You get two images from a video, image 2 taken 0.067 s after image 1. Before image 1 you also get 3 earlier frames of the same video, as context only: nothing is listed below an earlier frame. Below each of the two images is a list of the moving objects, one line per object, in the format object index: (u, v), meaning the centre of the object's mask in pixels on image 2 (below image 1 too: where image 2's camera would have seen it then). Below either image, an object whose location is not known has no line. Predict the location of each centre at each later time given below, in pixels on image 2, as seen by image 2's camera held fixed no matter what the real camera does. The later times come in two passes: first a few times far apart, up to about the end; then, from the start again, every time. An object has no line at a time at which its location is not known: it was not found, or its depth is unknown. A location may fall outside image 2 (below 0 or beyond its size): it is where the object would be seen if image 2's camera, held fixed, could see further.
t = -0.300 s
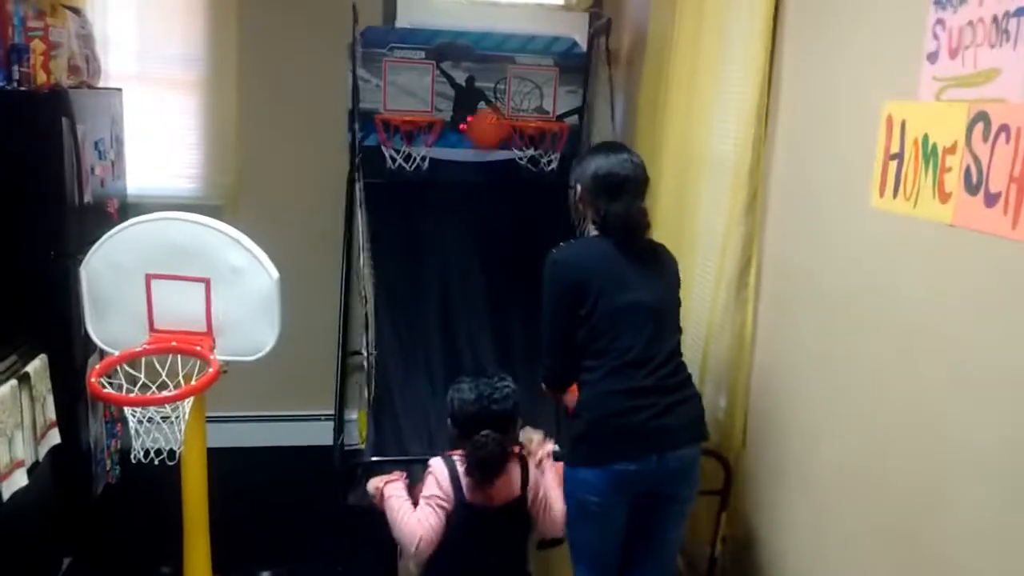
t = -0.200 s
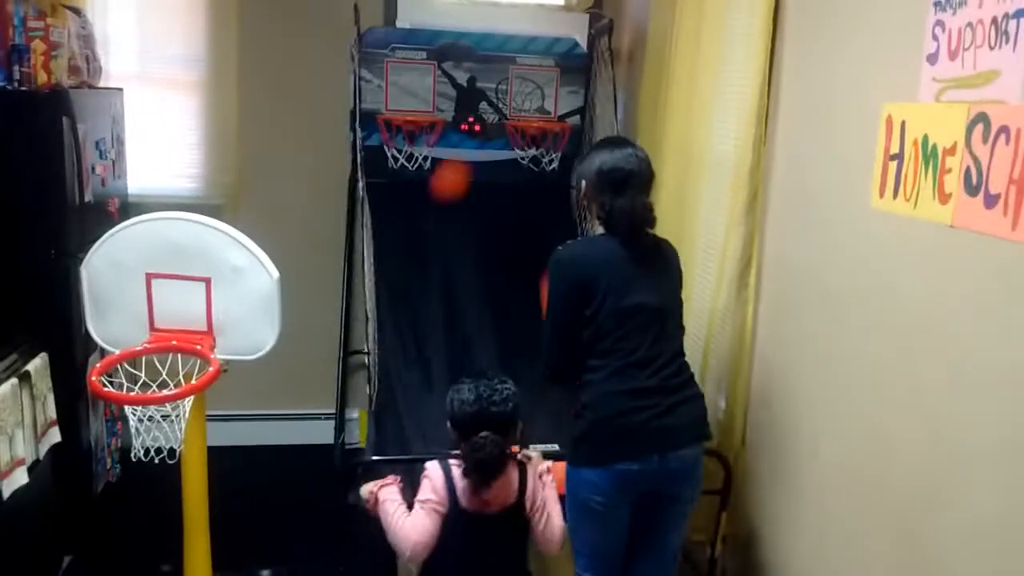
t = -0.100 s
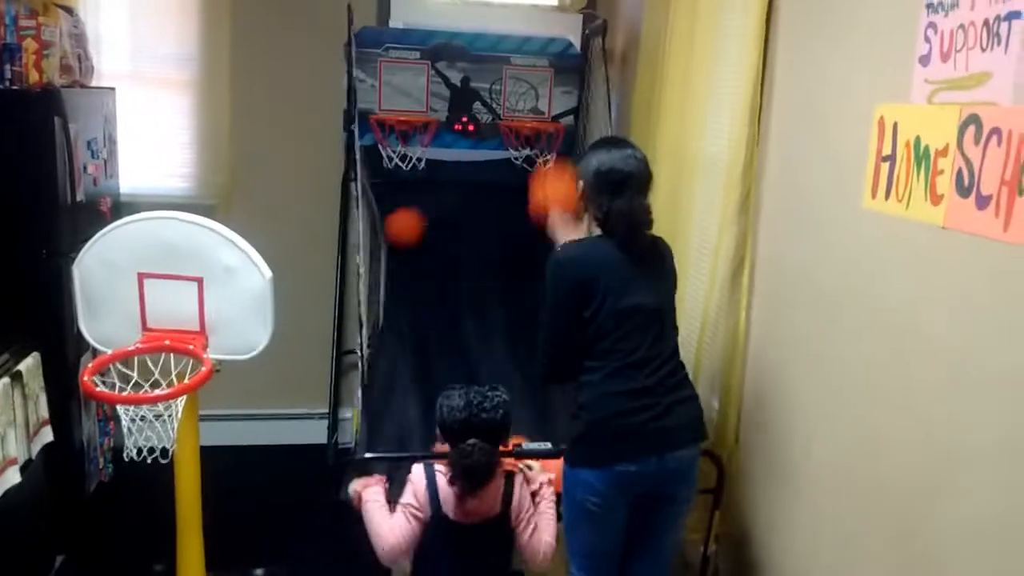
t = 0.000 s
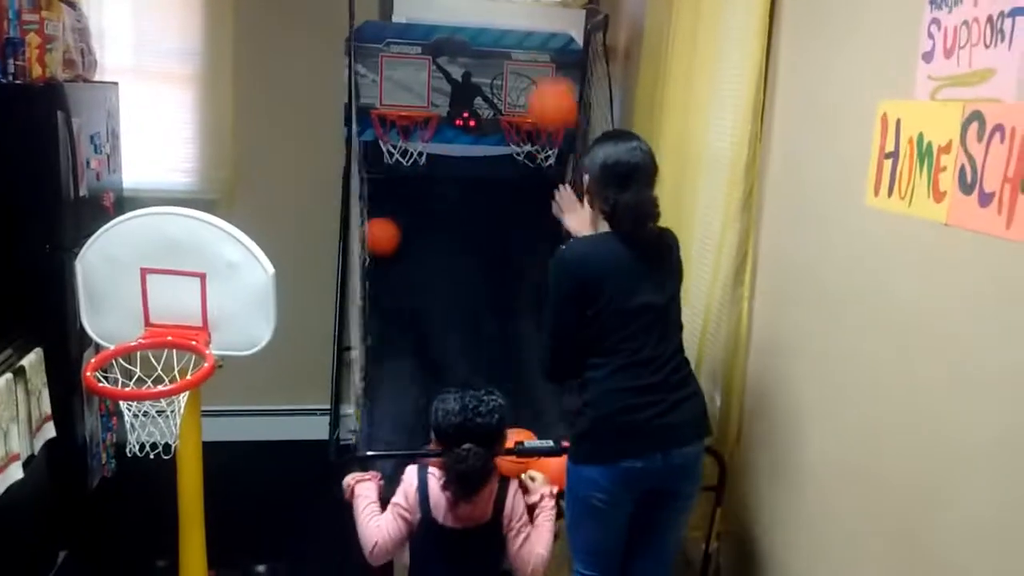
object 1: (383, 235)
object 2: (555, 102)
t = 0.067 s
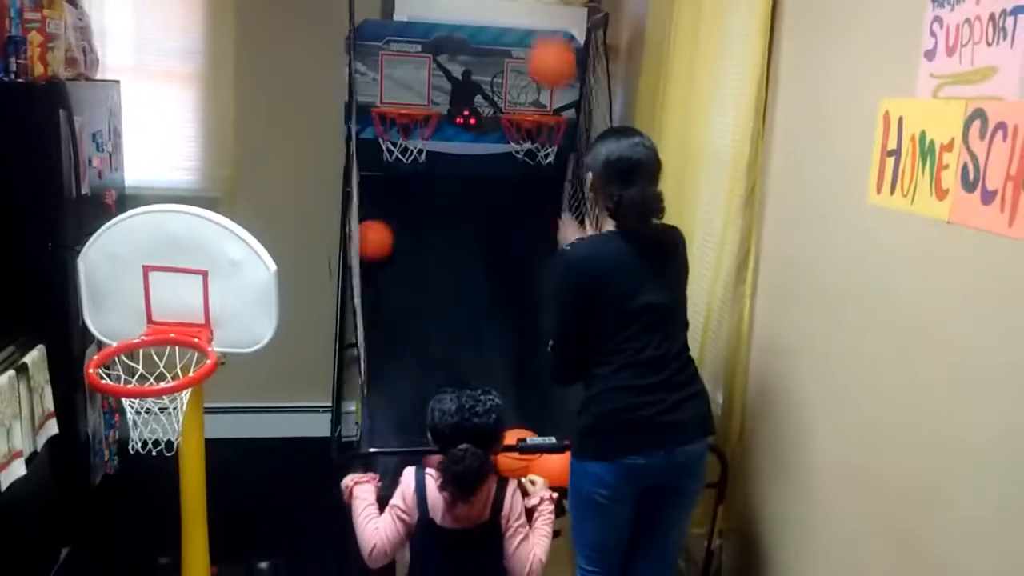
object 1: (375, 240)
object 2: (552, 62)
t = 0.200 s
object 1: (365, 267)
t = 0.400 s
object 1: (383, 343)
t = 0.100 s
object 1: (373, 245)
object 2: (551, 48)
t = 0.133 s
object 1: (372, 251)
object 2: (549, 37)
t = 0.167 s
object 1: (366, 259)
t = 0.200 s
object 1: (365, 267)
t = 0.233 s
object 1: (372, 279)
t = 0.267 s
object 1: (371, 290)
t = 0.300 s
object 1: (373, 302)
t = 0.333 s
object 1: (376, 315)
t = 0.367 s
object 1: (379, 329)
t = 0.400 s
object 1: (383, 343)
